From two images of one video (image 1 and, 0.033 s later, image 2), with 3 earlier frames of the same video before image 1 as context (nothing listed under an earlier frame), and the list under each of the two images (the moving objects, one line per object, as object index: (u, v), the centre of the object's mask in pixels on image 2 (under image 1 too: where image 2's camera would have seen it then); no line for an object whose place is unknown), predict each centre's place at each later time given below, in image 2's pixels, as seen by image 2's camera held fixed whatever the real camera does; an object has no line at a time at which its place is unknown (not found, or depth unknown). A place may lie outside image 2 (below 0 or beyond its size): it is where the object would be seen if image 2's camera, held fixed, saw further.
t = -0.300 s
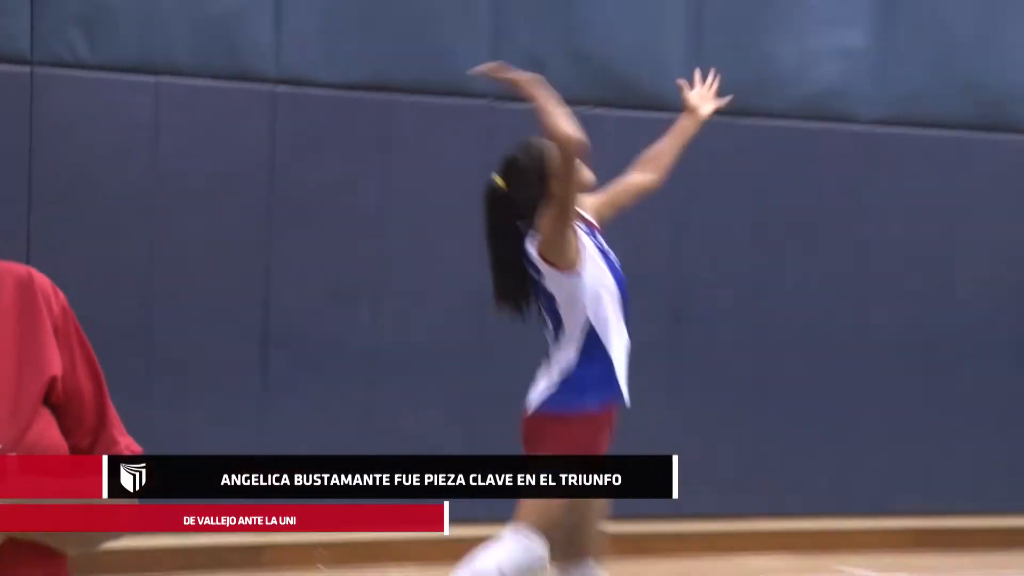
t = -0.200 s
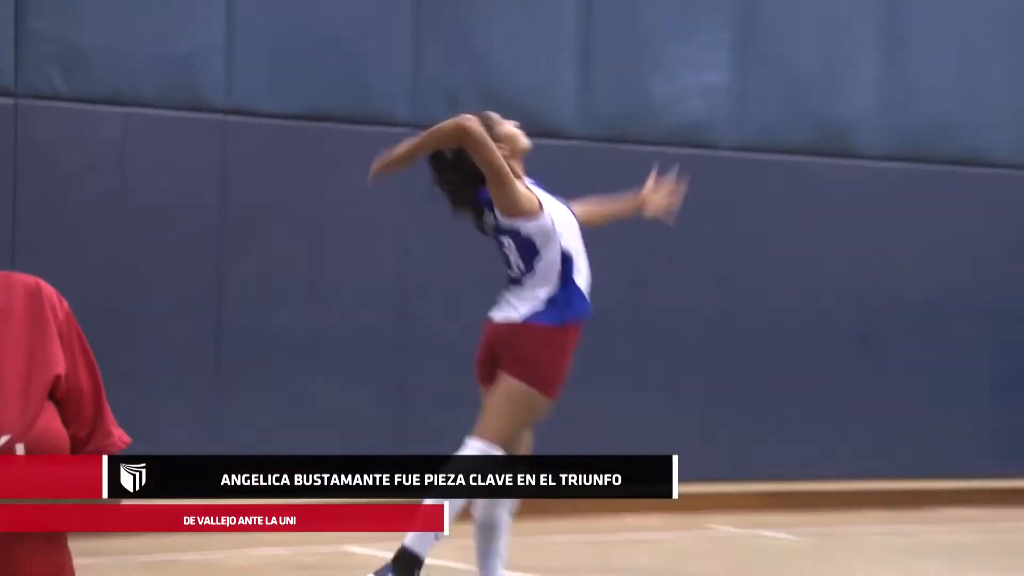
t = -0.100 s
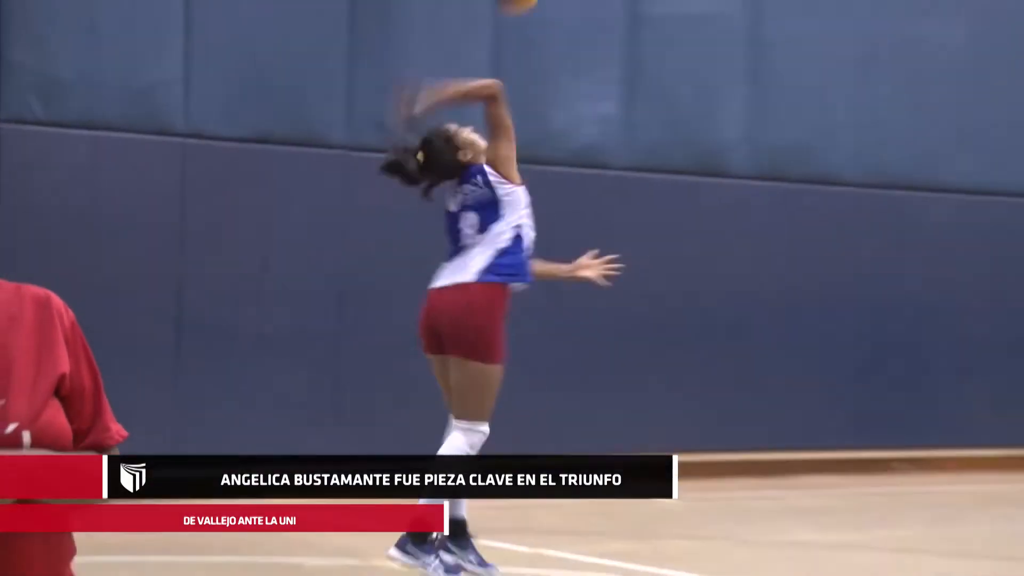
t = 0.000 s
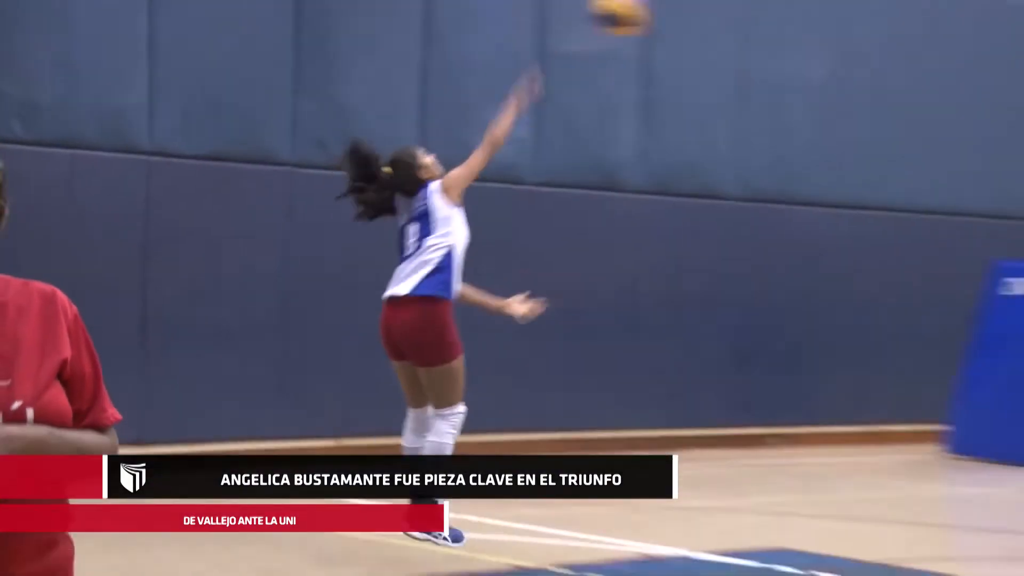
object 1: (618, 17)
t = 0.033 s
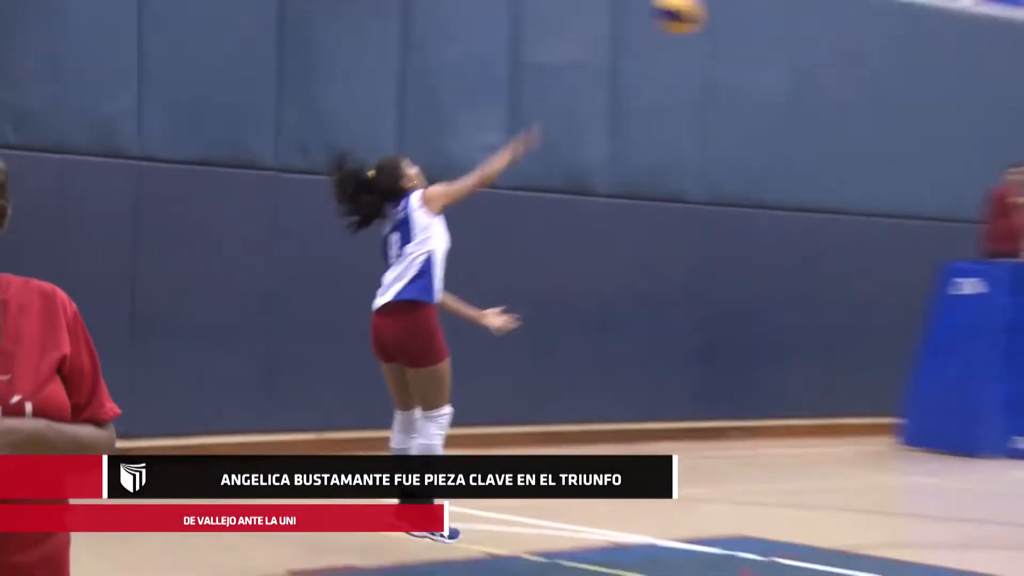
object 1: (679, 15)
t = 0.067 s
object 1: (724, 16)
